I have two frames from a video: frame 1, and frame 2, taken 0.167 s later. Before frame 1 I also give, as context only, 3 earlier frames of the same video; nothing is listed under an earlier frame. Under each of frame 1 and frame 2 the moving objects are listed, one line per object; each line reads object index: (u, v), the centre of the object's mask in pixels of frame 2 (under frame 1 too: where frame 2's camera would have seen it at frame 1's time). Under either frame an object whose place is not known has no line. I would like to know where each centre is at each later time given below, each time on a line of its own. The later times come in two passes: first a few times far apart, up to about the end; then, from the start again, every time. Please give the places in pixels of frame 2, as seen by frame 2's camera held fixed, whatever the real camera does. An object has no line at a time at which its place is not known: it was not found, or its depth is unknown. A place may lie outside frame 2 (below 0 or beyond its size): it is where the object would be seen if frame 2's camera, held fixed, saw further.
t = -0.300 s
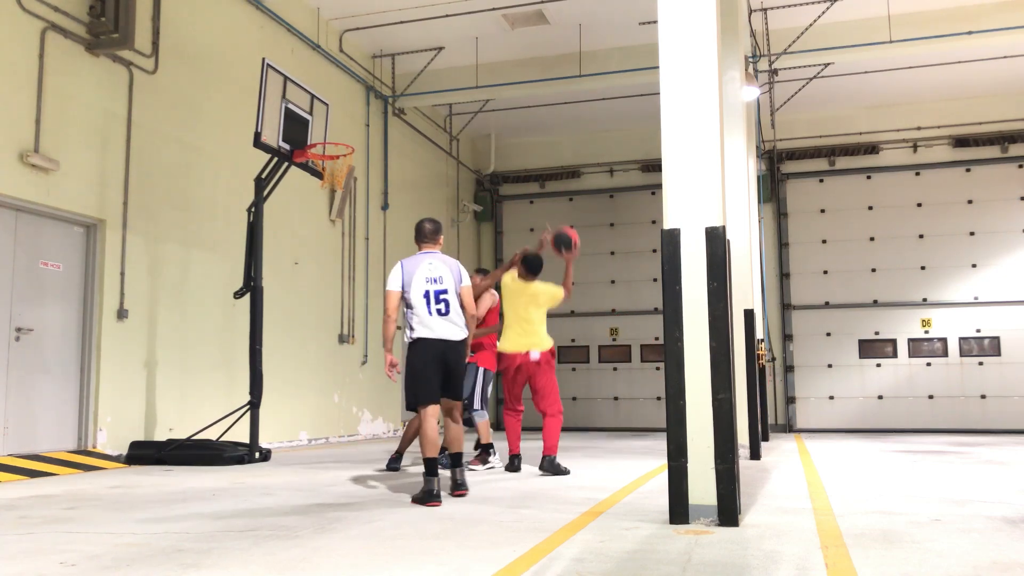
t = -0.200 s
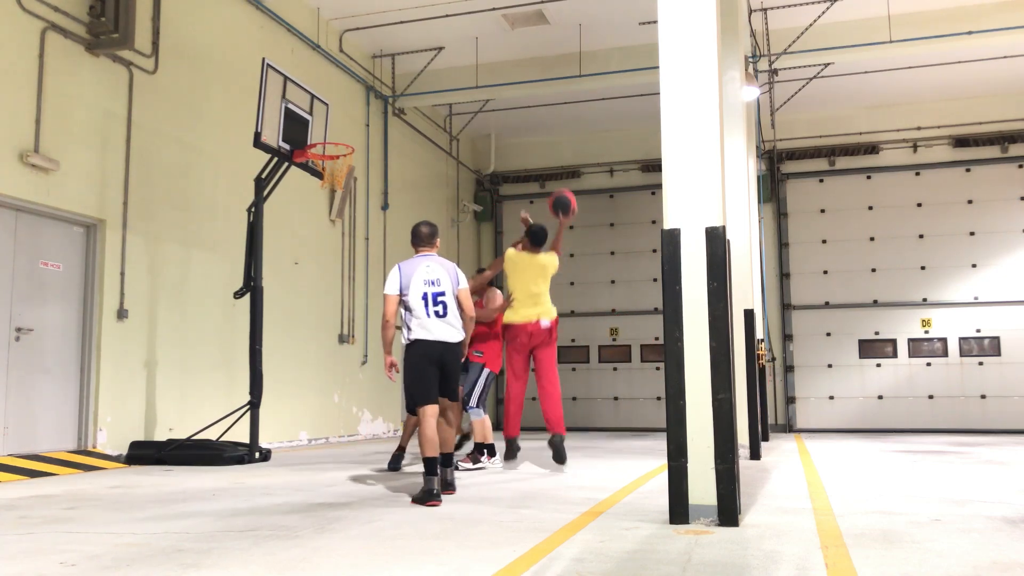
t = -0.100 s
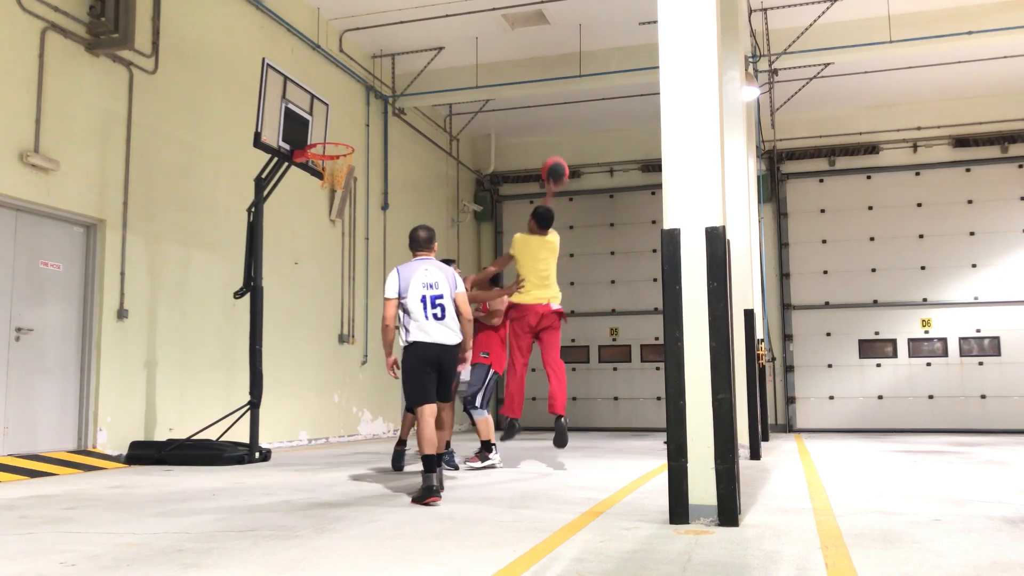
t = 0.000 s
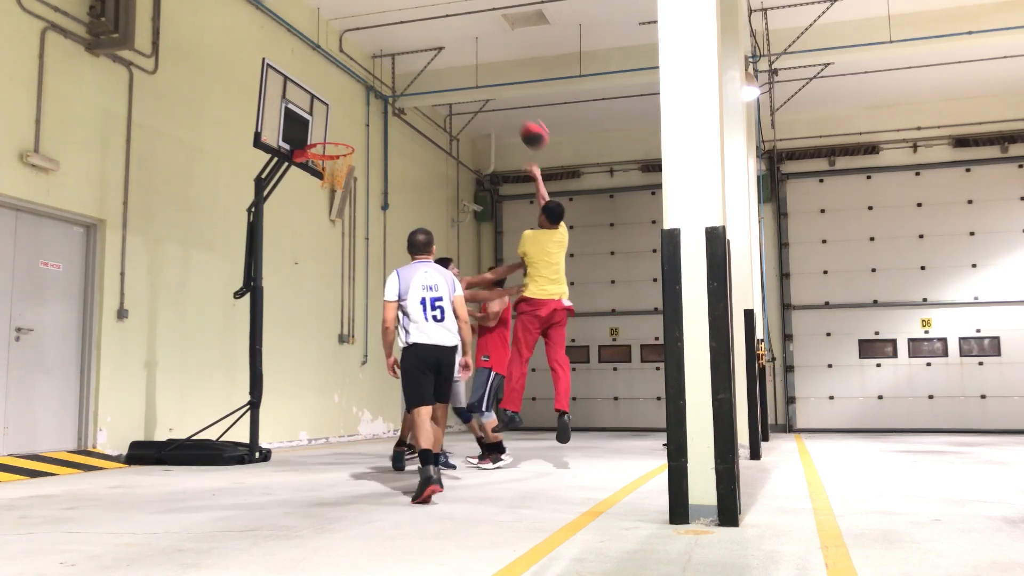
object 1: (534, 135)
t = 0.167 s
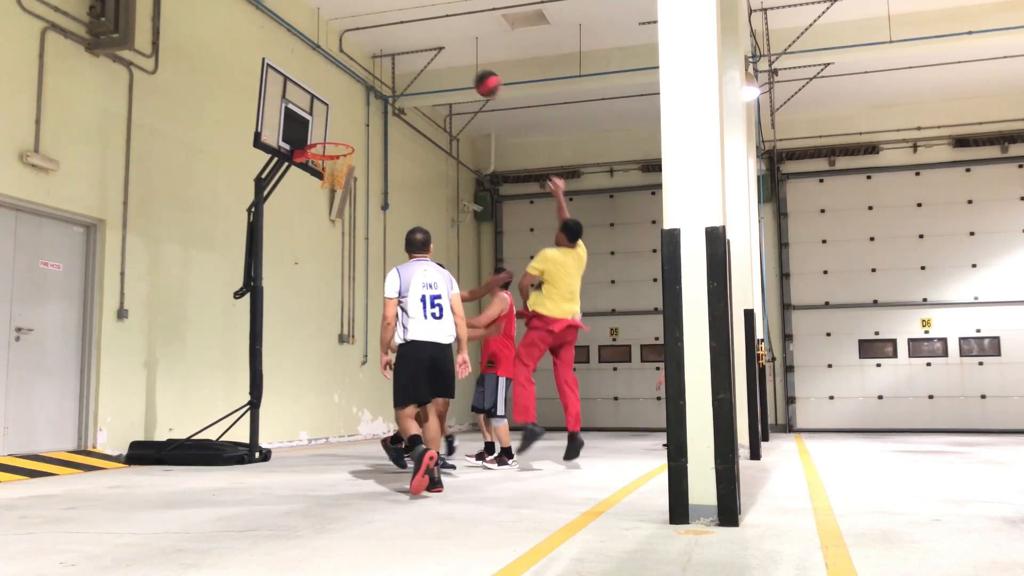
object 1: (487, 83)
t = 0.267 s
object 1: (460, 69)
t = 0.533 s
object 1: (394, 77)
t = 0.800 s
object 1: (333, 152)
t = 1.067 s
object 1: (309, 213)
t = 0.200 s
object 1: (478, 77)
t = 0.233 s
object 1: (470, 73)
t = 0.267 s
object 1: (460, 69)
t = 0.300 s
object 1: (452, 66)
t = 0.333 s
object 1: (444, 64)
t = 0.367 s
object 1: (435, 63)
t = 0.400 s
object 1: (427, 64)
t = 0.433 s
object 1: (419, 66)
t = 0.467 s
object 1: (410, 69)
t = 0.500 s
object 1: (402, 72)
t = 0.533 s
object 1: (394, 77)
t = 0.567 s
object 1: (386, 83)
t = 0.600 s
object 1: (378, 90)
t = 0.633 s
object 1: (371, 98)
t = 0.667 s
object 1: (363, 107)
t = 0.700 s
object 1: (355, 117)
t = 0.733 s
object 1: (348, 128)
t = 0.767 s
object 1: (340, 139)
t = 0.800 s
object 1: (333, 152)
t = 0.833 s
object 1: (327, 168)
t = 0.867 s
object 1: (321, 174)
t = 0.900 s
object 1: (319, 179)
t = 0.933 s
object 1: (317, 184)
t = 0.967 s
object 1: (315, 190)
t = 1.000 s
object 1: (313, 196)
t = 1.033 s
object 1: (311, 204)
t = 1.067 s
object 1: (309, 213)
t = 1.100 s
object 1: (307, 223)
